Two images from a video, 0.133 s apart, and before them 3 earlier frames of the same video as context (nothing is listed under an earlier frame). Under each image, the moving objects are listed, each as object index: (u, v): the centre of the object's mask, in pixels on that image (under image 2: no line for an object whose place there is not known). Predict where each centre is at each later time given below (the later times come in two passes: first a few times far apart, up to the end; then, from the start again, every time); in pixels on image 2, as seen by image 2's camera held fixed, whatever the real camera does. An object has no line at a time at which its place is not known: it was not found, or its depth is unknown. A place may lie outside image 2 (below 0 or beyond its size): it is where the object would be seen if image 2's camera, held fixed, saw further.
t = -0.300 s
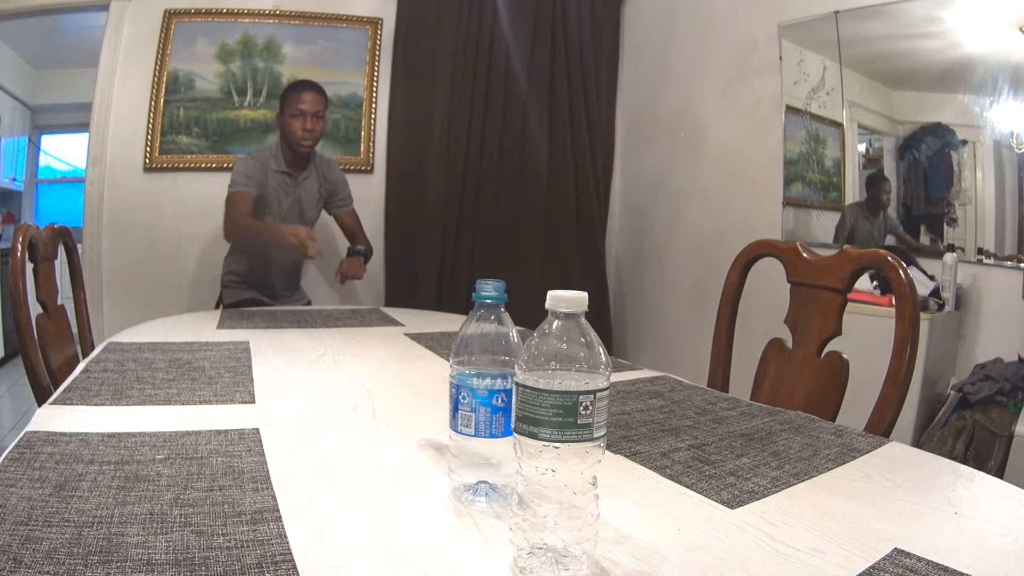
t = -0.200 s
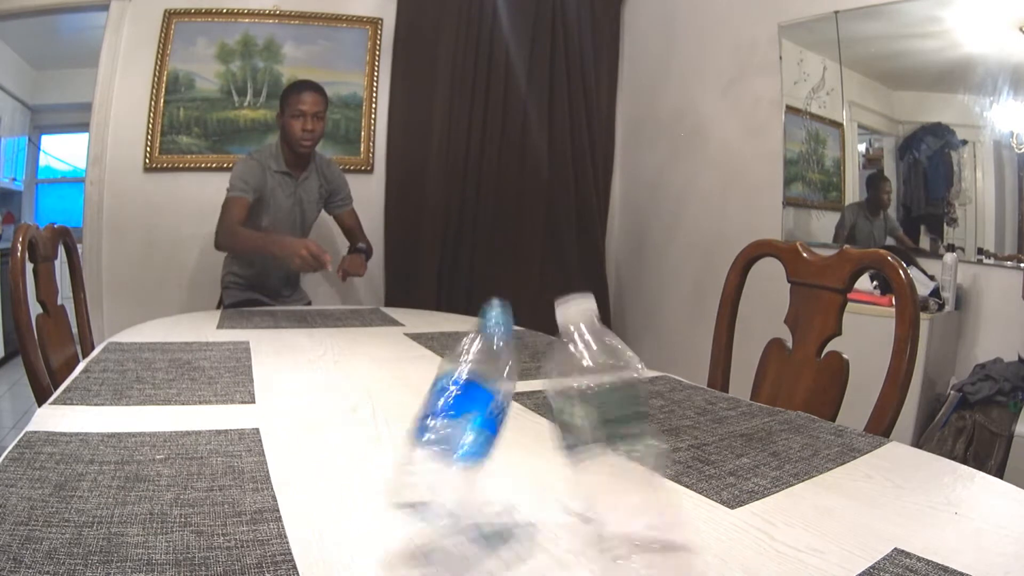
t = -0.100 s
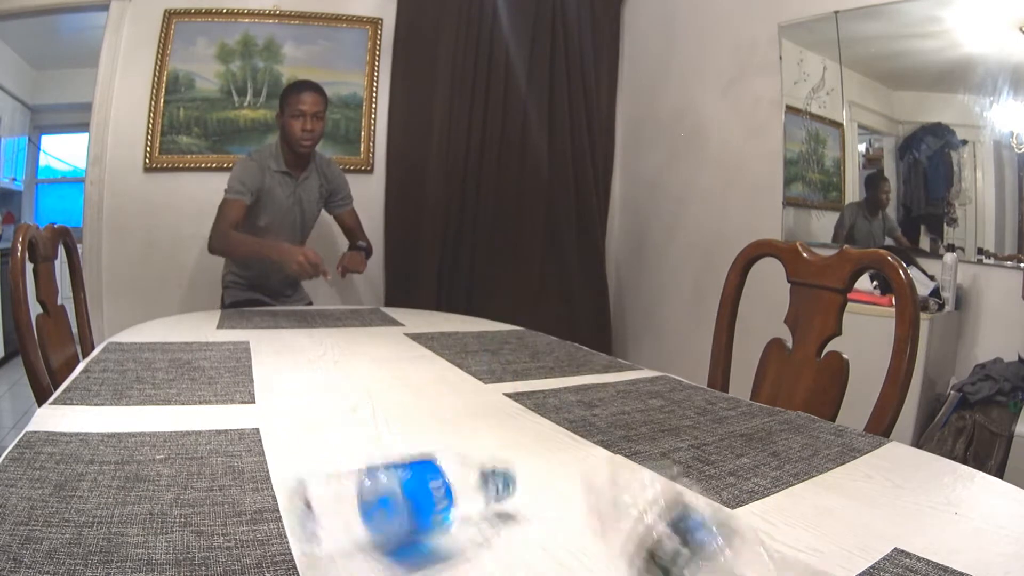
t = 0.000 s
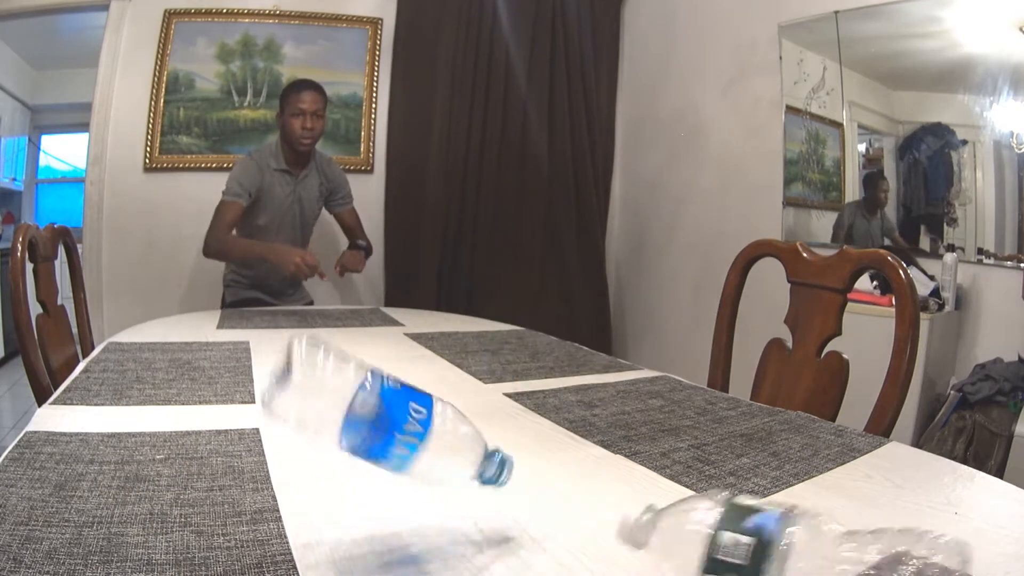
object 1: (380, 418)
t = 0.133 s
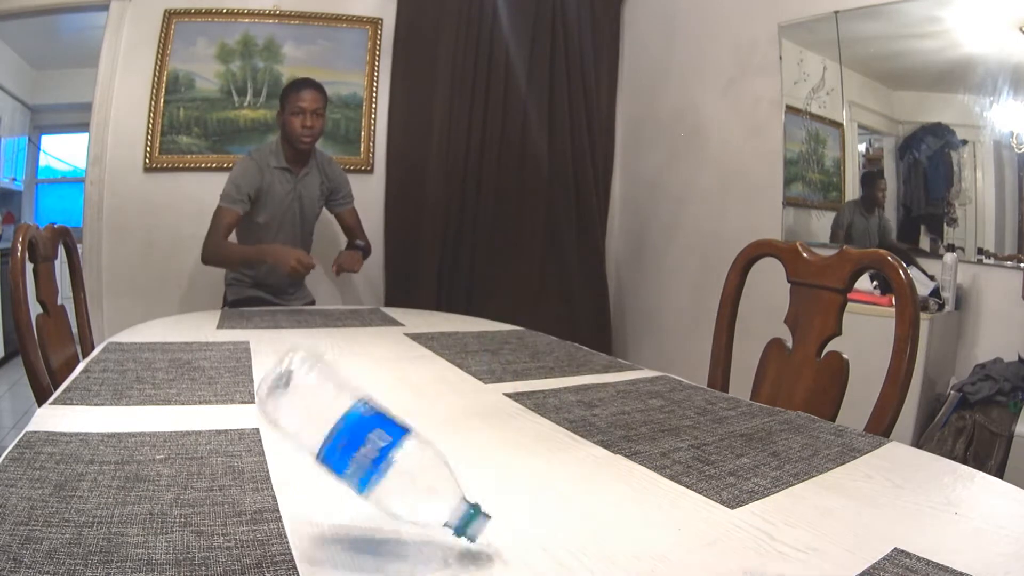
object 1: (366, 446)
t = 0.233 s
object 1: (352, 480)
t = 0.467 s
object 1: (307, 464)
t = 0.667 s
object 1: (297, 476)
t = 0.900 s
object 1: (290, 478)
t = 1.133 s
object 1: (300, 477)
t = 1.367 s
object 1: (306, 477)
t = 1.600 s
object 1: (301, 477)
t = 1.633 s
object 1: (300, 477)
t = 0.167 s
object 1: (358, 463)
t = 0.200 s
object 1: (356, 484)
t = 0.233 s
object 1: (352, 480)
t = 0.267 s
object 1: (344, 469)
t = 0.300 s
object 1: (332, 458)
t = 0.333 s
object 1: (323, 460)
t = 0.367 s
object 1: (317, 474)
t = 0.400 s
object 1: (311, 481)
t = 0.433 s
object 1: (308, 469)
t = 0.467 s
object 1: (307, 464)
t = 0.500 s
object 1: (308, 480)
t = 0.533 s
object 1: (308, 477)
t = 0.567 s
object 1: (307, 477)
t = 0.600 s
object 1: (304, 481)
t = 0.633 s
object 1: (301, 477)
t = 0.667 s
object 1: (297, 476)
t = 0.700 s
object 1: (295, 478)
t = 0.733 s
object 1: (293, 476)
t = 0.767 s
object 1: (291, 478)
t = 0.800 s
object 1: (290, 476)
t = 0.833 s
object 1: (289, 476)
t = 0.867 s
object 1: (289, 477)
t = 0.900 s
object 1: (290, 478)
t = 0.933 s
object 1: (291, 477)
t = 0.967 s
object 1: (292, 477)
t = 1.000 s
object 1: (294, 477)
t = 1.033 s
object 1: (295, 477)
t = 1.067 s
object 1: (297, 477)
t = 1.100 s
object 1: (298, 477)
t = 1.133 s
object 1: (300, 477)
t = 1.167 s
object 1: (301, 477)
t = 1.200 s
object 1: (302, 477)
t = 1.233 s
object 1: (303, 477)
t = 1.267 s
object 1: (304, 477)
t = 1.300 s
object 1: (305, 477)
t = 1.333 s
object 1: (306, 477)
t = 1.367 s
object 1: (306, 477)
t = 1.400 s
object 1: (306, 477)
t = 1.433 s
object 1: (305, 477)
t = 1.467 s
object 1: (305, 477)
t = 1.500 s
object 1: (304, 477)
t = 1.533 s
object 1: (303, 477)
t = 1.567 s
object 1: (302, 477)
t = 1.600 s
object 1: (301, 477)
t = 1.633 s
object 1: (300, 477)
